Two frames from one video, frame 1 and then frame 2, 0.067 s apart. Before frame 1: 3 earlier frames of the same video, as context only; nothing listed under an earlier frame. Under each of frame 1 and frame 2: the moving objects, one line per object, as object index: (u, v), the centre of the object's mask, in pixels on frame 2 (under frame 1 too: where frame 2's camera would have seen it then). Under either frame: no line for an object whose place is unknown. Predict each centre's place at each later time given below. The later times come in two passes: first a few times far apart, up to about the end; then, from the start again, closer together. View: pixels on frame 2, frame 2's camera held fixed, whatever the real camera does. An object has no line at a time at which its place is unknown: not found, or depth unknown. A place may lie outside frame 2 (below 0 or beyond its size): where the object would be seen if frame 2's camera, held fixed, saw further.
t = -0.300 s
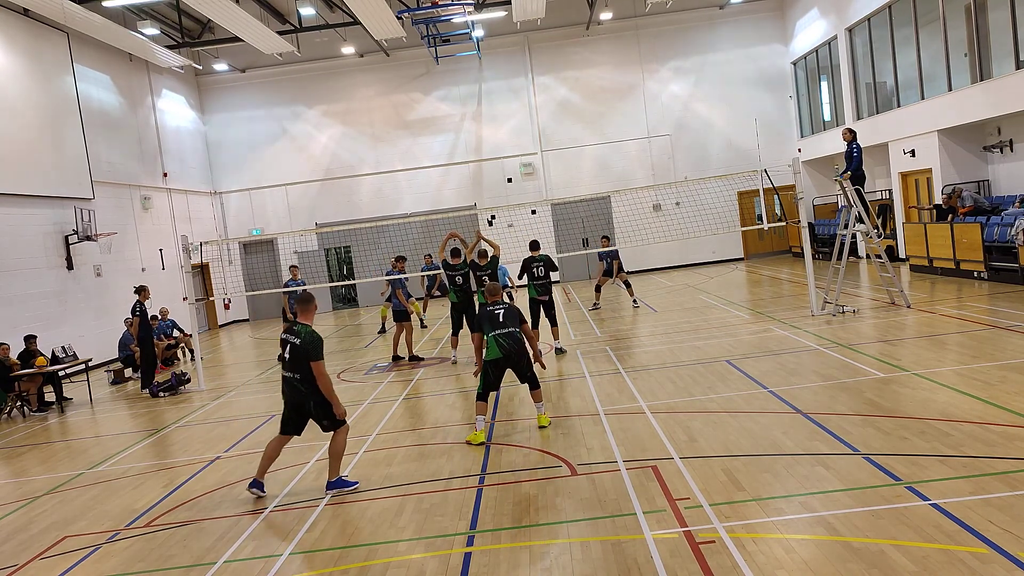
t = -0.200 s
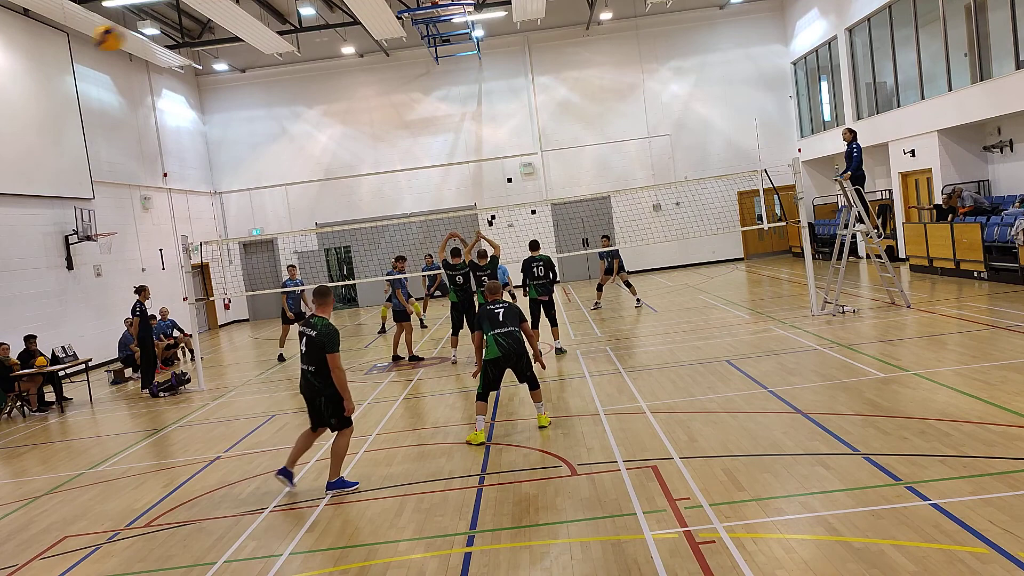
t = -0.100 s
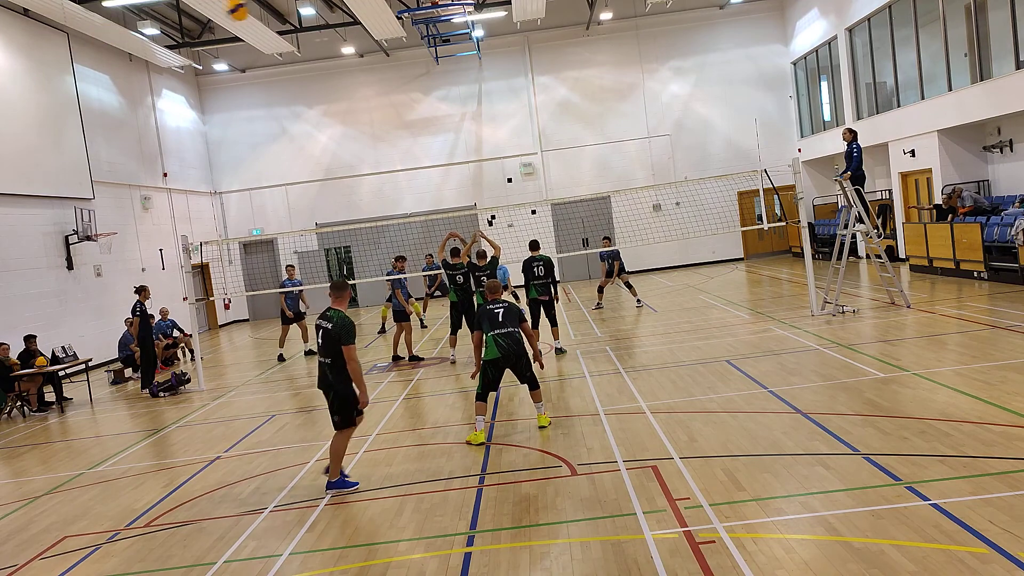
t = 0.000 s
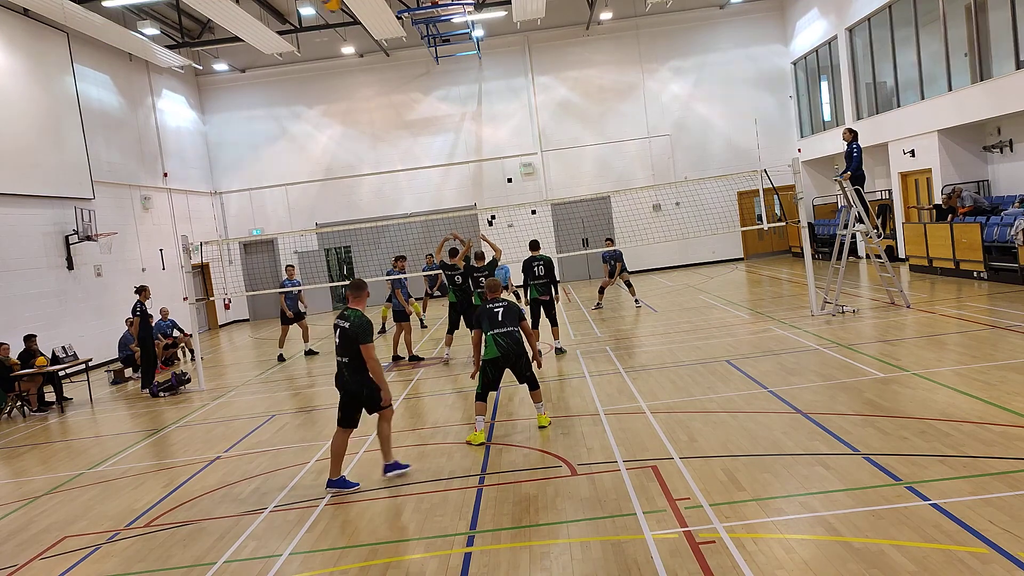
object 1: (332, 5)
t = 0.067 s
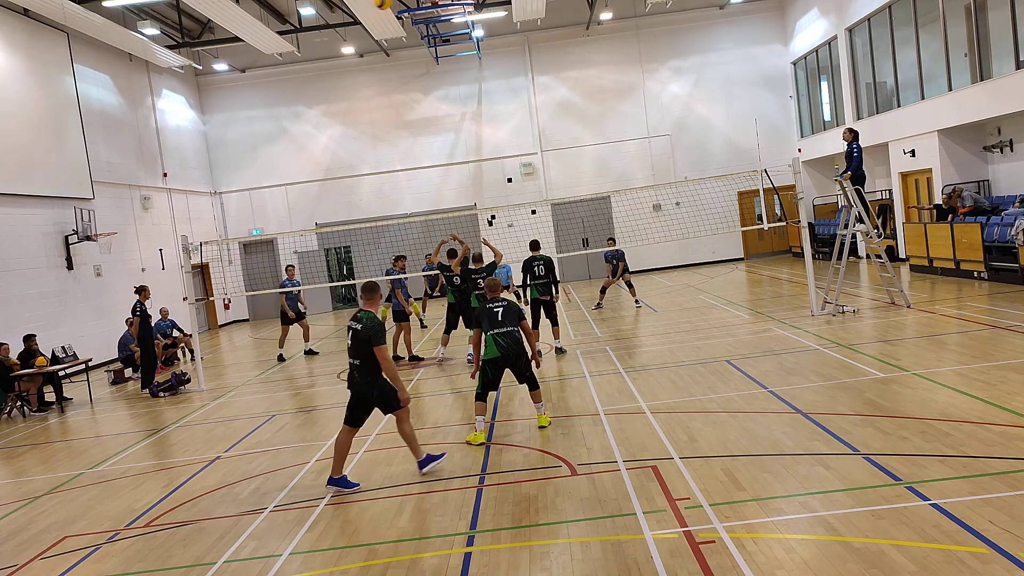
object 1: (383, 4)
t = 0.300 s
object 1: (507, 26)
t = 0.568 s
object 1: (601, 80)
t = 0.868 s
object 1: (676, 155)
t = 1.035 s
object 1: (708, 201)
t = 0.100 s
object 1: (404, 5)
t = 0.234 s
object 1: (477, 15)
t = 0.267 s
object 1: (493, 21)
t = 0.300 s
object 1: (507, 26)
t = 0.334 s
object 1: (521, 32)
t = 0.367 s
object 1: (534, 38)
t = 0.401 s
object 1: (547, 44)
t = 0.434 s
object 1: (558, 51)
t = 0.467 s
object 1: (570, 57)
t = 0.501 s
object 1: (581, 65)
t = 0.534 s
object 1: (591, 72)
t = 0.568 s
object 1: (601, 80)
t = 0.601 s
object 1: (611, 88)
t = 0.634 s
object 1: (620, 96)
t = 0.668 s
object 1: (628, 104)
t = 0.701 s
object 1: (637, 112)
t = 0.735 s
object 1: (645, 120)
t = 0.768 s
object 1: (653, 129)
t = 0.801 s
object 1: (661, 137)
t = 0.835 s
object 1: (668, 146)
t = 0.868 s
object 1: (676, 155)
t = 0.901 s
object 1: (682, 165)
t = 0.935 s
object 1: (689, 173)
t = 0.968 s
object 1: (696, 184)
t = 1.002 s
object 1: (703, 192)
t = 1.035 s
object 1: (708, 201)
